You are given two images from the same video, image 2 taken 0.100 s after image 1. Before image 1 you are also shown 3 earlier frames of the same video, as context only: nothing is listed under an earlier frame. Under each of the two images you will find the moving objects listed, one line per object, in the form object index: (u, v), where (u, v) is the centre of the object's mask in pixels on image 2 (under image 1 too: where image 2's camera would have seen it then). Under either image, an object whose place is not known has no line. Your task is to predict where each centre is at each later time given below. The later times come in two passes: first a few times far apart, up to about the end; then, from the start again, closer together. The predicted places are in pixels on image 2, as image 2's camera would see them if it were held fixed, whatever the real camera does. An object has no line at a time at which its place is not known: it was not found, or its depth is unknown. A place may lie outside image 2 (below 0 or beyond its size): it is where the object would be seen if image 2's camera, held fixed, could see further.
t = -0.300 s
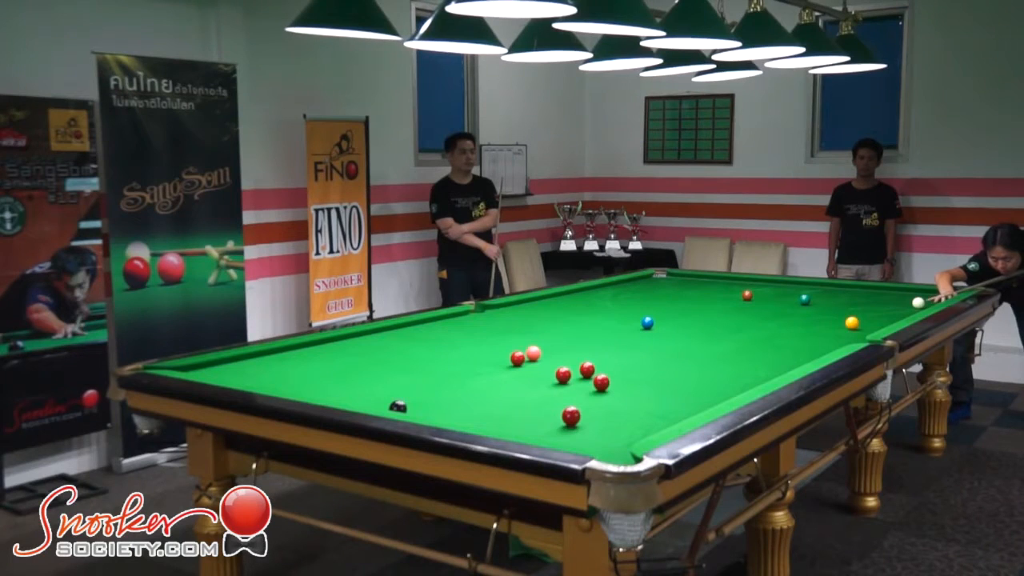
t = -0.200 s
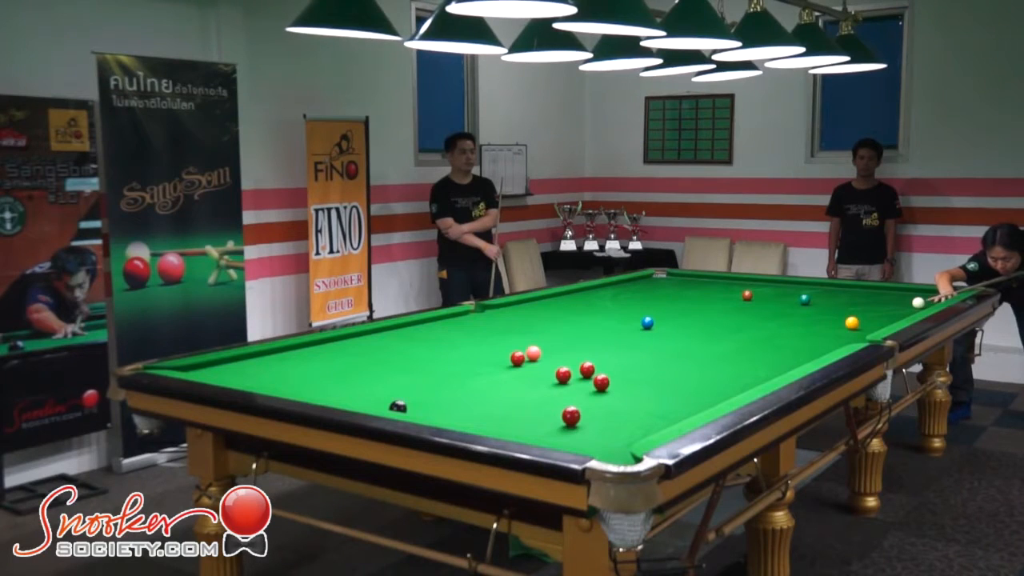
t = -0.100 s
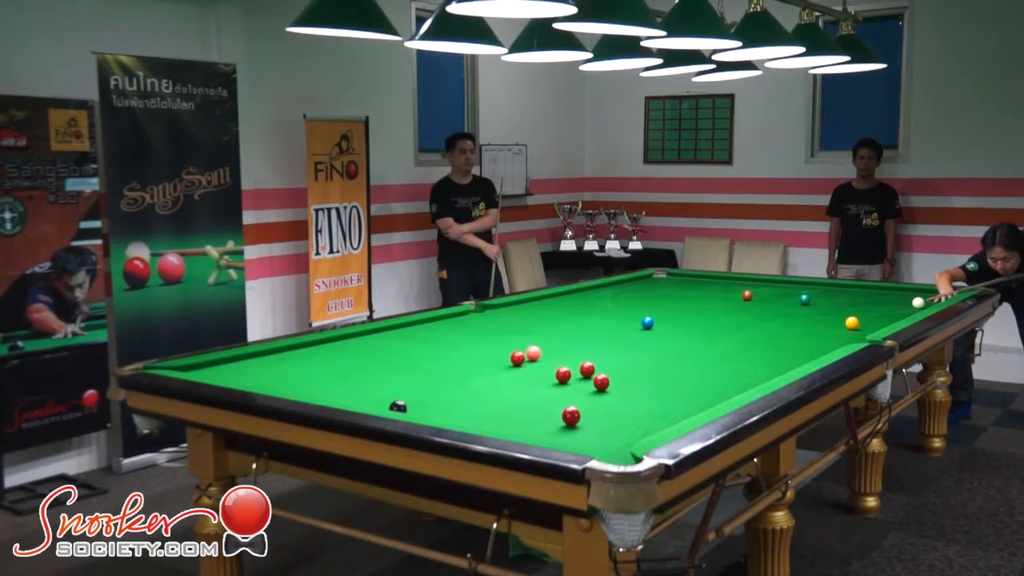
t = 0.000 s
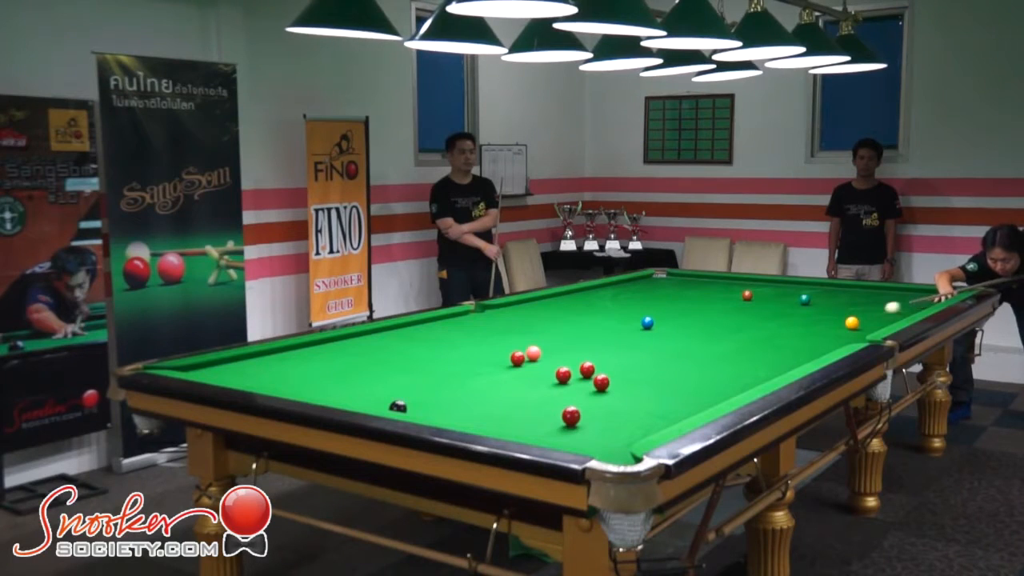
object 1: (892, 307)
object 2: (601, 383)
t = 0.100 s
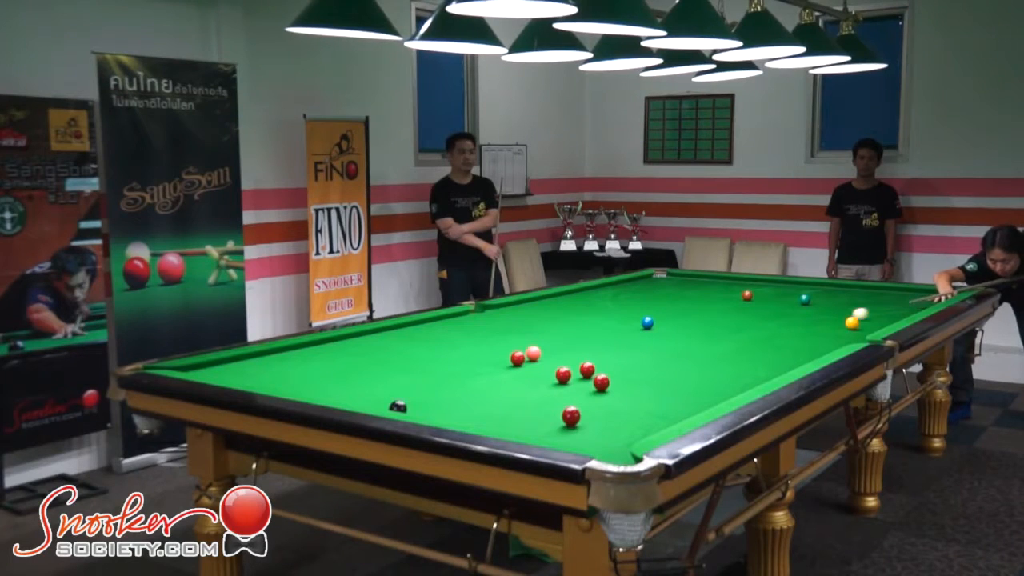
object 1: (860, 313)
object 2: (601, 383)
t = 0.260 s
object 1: (805, 324)
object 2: (601, 383)
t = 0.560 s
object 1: (682, 348)
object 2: (601, 383)
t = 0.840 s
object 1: (540, 367)
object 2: (601, 383)
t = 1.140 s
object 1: (373, 375)
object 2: (636, 388)
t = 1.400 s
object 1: (242, 378)
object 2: (668, 394)
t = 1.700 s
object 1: (258, 355)
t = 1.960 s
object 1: (327, 348)
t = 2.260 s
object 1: (413, 342)
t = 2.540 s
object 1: (486, 338)
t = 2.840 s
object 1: (558, 333)
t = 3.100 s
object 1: (617, 329)
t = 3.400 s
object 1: (680, 326)
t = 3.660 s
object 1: (730, 322)
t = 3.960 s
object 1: (784, 319)
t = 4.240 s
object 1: (830, 316)
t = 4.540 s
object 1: (876, 313)
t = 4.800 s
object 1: (913, 309)
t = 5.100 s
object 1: (914, 305)
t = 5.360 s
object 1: (908, 302)
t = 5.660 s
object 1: (901, 298)
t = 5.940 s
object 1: (896, 295)
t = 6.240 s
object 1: (891, 292)
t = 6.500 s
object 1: (887, 290)
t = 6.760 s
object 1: (884, 288)
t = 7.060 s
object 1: (880, 287)
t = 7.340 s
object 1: (873, 287)
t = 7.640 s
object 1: (868, 287)
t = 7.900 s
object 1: (864, 288)
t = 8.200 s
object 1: (861, 288)
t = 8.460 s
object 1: (860, 288)
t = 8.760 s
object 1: (859, 288)
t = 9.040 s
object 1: (859, 288)
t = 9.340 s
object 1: (859, 288)
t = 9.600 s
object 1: (859, 288)
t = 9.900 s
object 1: (860, 288)
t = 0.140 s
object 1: (846, 315)
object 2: (601, 383)
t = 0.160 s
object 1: (839, 317)
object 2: (601, 383)
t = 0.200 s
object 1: (826, 320)
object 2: (601, 383)
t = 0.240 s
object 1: (812, 323)
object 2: (601, 383)
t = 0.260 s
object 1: (805, 324)
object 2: (601, 383)
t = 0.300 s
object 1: (790, 327)
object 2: (601, 383)
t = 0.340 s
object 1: (775, 329)
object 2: (601, 383)
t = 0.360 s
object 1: (767, 331)
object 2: (601, 383)
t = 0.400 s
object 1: (751, 335)
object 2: (601, 383)
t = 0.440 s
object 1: (735, 338)
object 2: (601, 382)
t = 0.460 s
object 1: (726, 339)
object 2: (601, 382)
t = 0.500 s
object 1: (709, 342)
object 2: (601, 383)
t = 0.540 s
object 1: (692, 346)
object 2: (601, 383)
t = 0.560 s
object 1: (682, 348)
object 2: (601, 383)
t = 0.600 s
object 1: (664, 351)
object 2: (601, 383)
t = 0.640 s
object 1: (645, 355)
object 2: (601, 383)
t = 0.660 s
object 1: (635, 357)
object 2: (601, 383)
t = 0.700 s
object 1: (615, 361)
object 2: (601, 383)
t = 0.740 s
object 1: (596, 362)
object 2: (601, 383)
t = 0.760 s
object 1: (583, 362)
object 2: (601, 383)
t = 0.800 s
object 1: (561, 364)
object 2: (601, 383)
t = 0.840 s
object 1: (540, 367)
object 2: (601, 383)
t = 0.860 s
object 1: (530, 367)
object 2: (601, 383)
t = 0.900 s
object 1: (508, 368)
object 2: (606, 383)
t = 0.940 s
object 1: (486, 369)
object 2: (612, 384)
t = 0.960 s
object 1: (475, 370)
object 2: (614, 385)
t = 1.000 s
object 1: (453, 371)
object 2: (619, 386)
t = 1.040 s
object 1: (430, 372)
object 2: (624, 386)
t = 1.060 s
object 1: (419, 373)
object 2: (627, 387)
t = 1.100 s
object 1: (396, 374)
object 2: (631, 388)
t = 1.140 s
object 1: (373, 375)
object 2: (636, 388)
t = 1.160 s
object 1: (362, 376)
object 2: (639, 389)
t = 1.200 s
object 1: (339, 377)
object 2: (644, 390)
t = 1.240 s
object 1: (315, 379)
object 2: (649, 391)
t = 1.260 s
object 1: (303, 380)
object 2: (651, 391)
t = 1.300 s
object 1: (281, 381)
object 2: (656, 392)
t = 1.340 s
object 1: (257, 380)
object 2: (661, 393)
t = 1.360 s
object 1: (246, 380)
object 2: (663, 393)
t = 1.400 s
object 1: (242, 378)
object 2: (668, 394)
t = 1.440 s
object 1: (246, 375)
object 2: (673, 395)
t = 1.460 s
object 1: (247, 374)
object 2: (675, 395)
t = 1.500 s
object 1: (250, 371)
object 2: (680, 396)
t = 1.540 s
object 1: (252, 368)
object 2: (685, 397)
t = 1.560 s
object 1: (253, 366)
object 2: (687, 398)
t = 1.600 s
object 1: (254, 363)
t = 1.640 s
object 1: (256, 360)
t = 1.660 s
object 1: (257, 359)
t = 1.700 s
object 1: (258, 355)
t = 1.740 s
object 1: (260, 353)
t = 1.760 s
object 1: (262, 352)
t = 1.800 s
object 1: (276, 351)
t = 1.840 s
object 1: (289, 350)
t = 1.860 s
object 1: (296, 350)
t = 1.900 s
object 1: (308, 349)
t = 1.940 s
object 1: (320, 348)
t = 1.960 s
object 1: (327, 348)
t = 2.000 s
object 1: (338, 347)
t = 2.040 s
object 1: (350, 347)
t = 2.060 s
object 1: (355, 346)
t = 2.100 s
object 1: (367, 345)
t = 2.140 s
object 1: (379, 345)
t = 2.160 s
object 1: (384, 344)
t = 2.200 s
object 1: (396, 343)
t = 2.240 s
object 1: (406, 343)
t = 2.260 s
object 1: (413, 342)
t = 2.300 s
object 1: (423, 342)
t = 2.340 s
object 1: (434, 341)
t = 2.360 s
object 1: (439, 341)
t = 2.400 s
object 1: (450, 340)
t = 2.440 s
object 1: (460, 339)
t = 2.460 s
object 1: (465, 339)
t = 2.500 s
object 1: (476, 338)
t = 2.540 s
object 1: (486, 338)
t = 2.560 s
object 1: (491, 337)
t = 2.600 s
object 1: (501, 337)
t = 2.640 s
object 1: (511, 336)
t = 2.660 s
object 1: (516, 336)
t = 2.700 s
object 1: (525, 335)
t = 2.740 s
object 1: (535, 334)
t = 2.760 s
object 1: (540, 334)
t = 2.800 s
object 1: (549, 334)
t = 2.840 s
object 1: (558, 333)
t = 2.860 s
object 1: (563, 333)
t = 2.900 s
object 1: (572, 332)
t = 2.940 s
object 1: (582, 332)
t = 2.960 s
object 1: (586, 332)
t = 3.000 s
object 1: (595, 331)
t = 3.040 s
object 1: (604, 330)
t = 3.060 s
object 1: (608, 330)
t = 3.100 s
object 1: (617, 329)
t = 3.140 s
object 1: (625, 329)
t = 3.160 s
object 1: (630, 329)
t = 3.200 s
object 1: (638, 328)
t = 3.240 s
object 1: (647, 328)
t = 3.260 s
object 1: (651, 328)
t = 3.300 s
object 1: (659, 327)
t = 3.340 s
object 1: (668, 327)
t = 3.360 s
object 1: (672, 326)
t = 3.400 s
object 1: (680, 326)
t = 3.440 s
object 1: (688, 325)
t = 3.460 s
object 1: (691, 325)
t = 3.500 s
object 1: (699, 324)
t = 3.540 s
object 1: (707, 324)
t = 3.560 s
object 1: (711, 324)
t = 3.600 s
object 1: (719, 323)
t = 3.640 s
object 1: (726, 323)
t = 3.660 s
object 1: (730, 322)
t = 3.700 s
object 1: (737, 322)
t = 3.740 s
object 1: (744, 322)
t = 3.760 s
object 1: (748, 321)
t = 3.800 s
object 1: (755, 321)
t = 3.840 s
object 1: (762, 320)
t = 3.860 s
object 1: (766, 320)
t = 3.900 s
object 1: (773, 320)
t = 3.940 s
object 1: (780, 319)
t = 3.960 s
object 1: (784, 319)
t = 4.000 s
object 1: (791, 318)
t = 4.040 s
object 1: (797, 318)
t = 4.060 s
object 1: (801, 318)
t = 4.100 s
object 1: (807, 317)
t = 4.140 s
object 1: (814, 317)
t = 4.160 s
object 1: (817, 317)
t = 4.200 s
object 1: (824, 316)
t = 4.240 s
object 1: (830, 316)
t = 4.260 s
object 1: (834, 316)
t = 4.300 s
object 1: (839, 315)
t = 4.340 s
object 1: (845, 314)
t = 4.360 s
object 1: (849, 313)
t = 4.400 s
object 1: (856, 313)
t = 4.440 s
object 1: (862, 313)
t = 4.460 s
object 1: (864, 313)
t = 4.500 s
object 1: (870, 313)
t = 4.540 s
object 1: (876, 313)
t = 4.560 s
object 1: (879, 312)
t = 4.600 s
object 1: (885, 312)
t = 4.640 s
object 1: (891, 312)
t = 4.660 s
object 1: (894, 311)
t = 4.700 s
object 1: (899, 311)
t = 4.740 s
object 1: (905, 310)
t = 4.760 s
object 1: (907, 310)
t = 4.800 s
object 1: (913, 309)
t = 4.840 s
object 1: (918, 309)
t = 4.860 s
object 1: (920, 308)
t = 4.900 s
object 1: (920, 308)
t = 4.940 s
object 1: (919, 307)
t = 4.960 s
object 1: (918, 307)
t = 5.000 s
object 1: (917, 306)
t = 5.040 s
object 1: (916, 306)
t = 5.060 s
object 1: (916, 306)
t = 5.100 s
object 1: (914, 305)
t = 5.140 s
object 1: (914, 305)
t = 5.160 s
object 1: (913, 305)
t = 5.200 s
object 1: (912, 304)
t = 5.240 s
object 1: (911, 304)
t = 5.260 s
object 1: (910, 303)
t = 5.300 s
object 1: (909, 303)
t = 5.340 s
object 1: (908, 302)
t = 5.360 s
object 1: (908, 302)
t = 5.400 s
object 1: (907, 301)
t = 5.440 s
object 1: (906, 301)
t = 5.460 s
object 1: (905, 301)
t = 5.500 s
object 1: (905, 300)
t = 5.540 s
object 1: (904, 300)
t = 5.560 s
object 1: (903, 299)
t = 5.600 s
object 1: (902, 299)
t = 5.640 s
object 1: (901, 299)
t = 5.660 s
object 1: (901, 298)
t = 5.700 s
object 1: (900, 298)
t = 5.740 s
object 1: (899, 297)
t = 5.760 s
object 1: (899, 297)
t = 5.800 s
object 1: (898, 297)
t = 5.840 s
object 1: (898, 296)
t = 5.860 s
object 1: (897, 296)
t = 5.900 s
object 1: (896, 295)
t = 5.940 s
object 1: (896, 295)
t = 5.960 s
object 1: (895, 295)
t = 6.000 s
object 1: (895, 294)
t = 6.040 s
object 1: (894, 294)
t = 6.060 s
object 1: (894, 294)
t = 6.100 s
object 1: (893, 294)
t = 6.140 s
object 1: (892, 293)
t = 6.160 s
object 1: (892, 293)
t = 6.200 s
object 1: (892, 293)
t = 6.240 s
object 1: (891, 292)
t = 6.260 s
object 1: (891, 292)
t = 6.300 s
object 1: (890, 292)
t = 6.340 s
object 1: (889, 291)
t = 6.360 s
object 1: (889, 291)
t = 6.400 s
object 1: (888, 291)
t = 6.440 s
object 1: (888, 291)
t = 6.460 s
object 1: (888, 290)
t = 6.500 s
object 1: (887, 290)
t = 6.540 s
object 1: (886, 290)
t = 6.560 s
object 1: (886, 289)
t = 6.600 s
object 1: (886, 289)
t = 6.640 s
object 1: (885, 289)
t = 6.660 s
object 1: (885, 289)
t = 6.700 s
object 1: (884, 288)
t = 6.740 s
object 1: (884, 288)
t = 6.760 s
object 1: (884, 288)
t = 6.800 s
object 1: (883, 288)
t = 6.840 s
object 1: (883, 287)
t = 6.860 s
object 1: (882, 287)
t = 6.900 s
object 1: (882, 287)
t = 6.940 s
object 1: (882, 287)
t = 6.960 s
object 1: (881, 287)
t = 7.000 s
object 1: (881, 287)
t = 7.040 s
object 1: (880, 286)
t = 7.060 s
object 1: (880, 287)
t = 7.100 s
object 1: (879, 287)
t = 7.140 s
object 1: (878, 287)
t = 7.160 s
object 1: (877, 287)
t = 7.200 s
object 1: (877, 287)
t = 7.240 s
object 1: (876, 287)
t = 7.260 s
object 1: (875, 287)
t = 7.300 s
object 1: (874, 287)
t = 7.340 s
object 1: (873, 287)
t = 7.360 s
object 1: (873, 287)
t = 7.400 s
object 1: (872, 287)
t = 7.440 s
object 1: (871, 287)
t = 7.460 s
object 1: (871, 287)
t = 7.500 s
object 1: (870, 287)
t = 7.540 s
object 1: (870, 287)
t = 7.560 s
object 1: (869, 287)
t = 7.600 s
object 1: (868, 287)
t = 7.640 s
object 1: (868, 287)
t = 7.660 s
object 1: (868, 287)
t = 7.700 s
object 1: (867, 287)
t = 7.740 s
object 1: (866, 287)
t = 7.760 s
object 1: (866, 287)
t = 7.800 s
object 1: (865, 288)
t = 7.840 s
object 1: (865, 288)
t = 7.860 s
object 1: (865, 287)
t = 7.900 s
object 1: (864, 288)
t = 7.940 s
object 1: (864, 288)
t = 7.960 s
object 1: (863, 288)
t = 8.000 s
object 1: (863, 288)
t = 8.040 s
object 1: (863, 288)
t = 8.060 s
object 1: (862, 288)
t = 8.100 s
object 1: (862, 288)
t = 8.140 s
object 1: (862, 288)
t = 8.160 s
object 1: (862, 288)
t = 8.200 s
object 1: (861, 288)
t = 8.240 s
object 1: (861, 288)
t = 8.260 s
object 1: (861, 288)
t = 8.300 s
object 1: (861, 288)
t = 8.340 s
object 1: (860, 288)
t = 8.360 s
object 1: (860, 288)
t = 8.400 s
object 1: (860, 288)
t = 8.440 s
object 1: (860, 288)
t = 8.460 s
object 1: (860, 288)
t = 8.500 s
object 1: (859, 288)
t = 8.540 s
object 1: (859, 288)
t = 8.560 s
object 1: (859, 288)
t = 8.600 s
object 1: (859, 288)
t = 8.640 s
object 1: (859, 288)
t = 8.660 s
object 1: (859, 288)
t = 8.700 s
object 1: (859, 288)
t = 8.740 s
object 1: (859, 288)
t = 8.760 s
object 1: (859, 288)
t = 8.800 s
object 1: (859, 288)
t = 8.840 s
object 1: (859, 288)
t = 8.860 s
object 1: (859, 288)
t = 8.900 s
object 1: (859, 288)
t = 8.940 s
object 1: (859, 288)
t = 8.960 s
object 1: (859, 288)
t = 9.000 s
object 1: (859, 288)
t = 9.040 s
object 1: (859, 288)
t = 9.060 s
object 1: (860, 288)
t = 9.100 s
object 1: (859, 288)
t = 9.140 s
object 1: (860, 288)
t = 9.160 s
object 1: (860, 288)
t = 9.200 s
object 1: (859, 288)
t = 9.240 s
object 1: (859, 288)
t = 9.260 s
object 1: (859, 288)
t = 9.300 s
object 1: (859, 288)
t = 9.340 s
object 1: (859, 288)
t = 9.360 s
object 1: (859, 288)
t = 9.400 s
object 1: (859, 288)
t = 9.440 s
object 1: (859, 288)
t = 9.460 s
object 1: (859, 288)
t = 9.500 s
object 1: (859, 288)
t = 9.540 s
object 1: (859, 288)
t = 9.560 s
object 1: (859, 288)
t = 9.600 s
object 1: (859, 288)
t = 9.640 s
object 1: (859, 288)
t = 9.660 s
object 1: (859, 288)
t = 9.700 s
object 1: (859, 288)
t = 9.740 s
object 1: (859, 288)
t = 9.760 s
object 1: (859, 288)
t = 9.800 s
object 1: (859, 288)
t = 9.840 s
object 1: (859, 288)
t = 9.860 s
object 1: (859, 288)
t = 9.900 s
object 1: (860, 288)
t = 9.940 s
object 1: (860, 288)
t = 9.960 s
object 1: (860, 288)
